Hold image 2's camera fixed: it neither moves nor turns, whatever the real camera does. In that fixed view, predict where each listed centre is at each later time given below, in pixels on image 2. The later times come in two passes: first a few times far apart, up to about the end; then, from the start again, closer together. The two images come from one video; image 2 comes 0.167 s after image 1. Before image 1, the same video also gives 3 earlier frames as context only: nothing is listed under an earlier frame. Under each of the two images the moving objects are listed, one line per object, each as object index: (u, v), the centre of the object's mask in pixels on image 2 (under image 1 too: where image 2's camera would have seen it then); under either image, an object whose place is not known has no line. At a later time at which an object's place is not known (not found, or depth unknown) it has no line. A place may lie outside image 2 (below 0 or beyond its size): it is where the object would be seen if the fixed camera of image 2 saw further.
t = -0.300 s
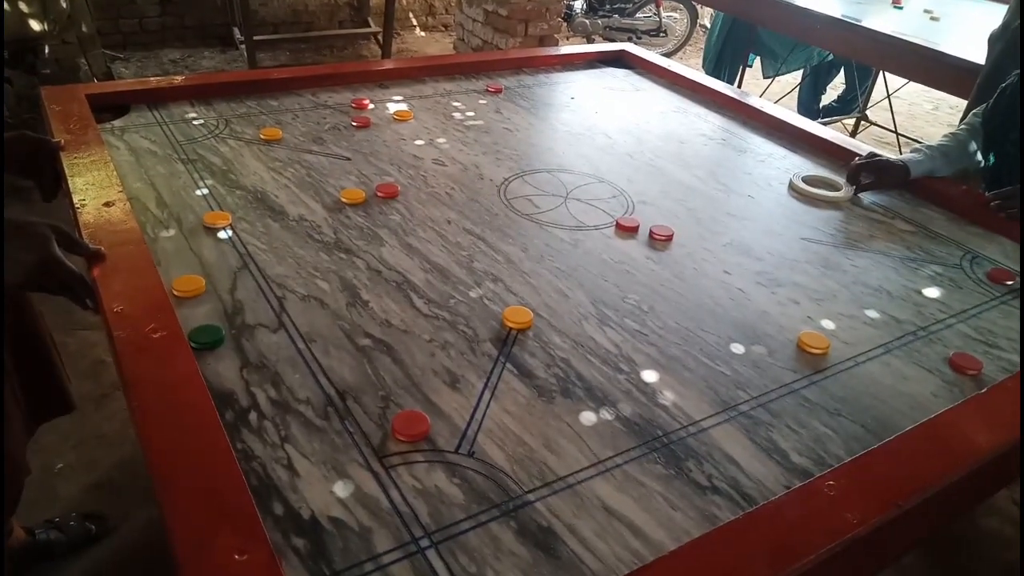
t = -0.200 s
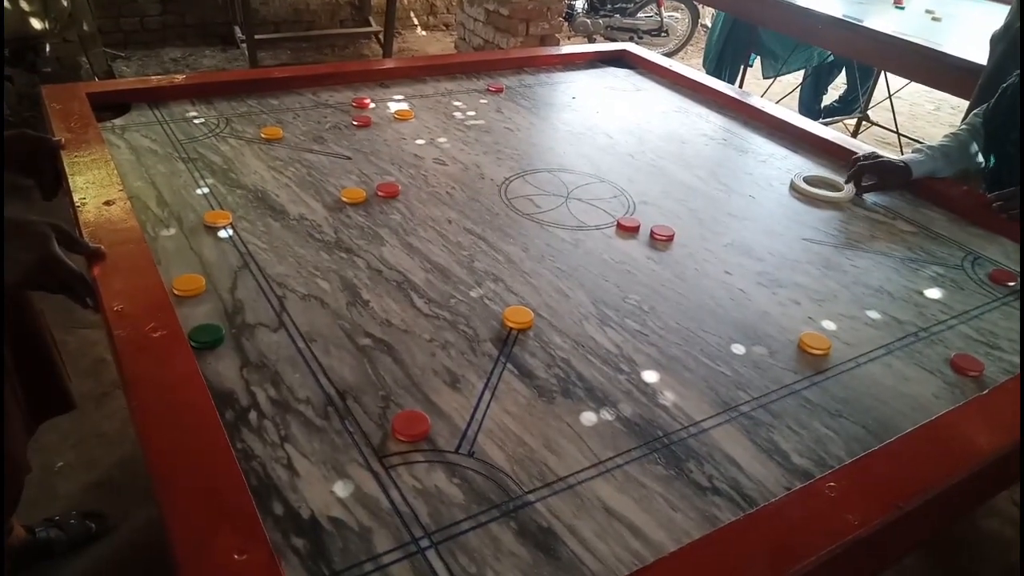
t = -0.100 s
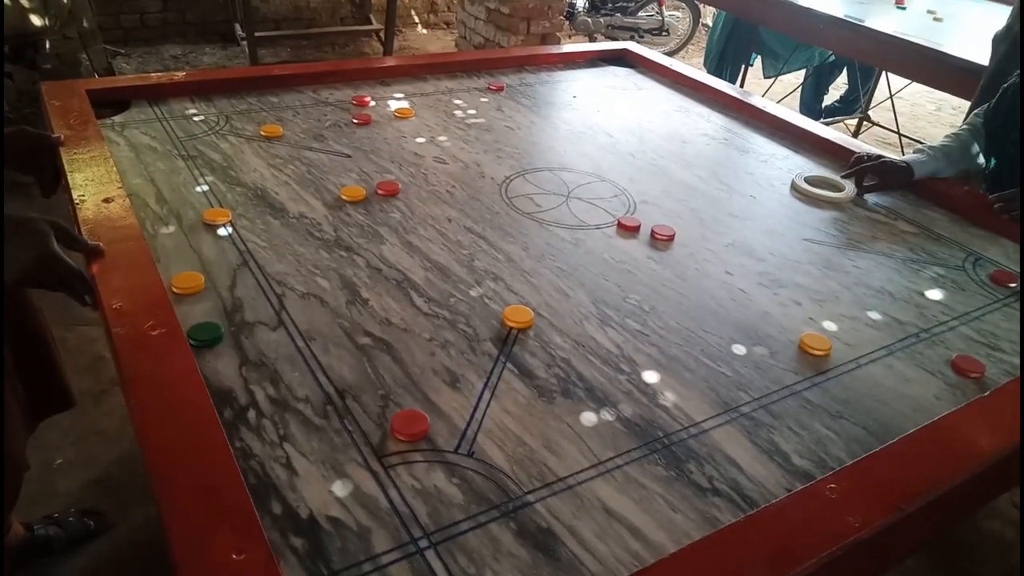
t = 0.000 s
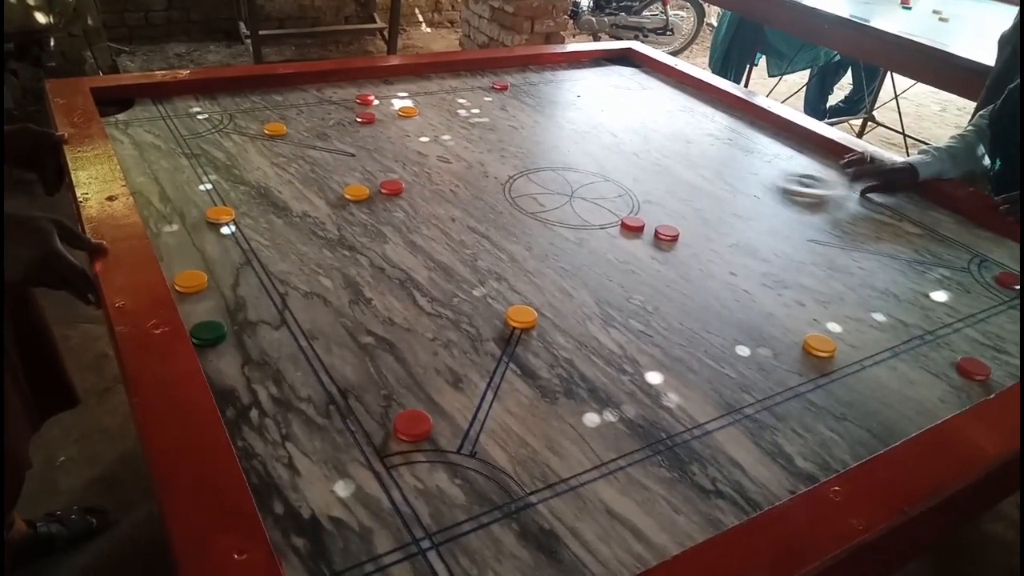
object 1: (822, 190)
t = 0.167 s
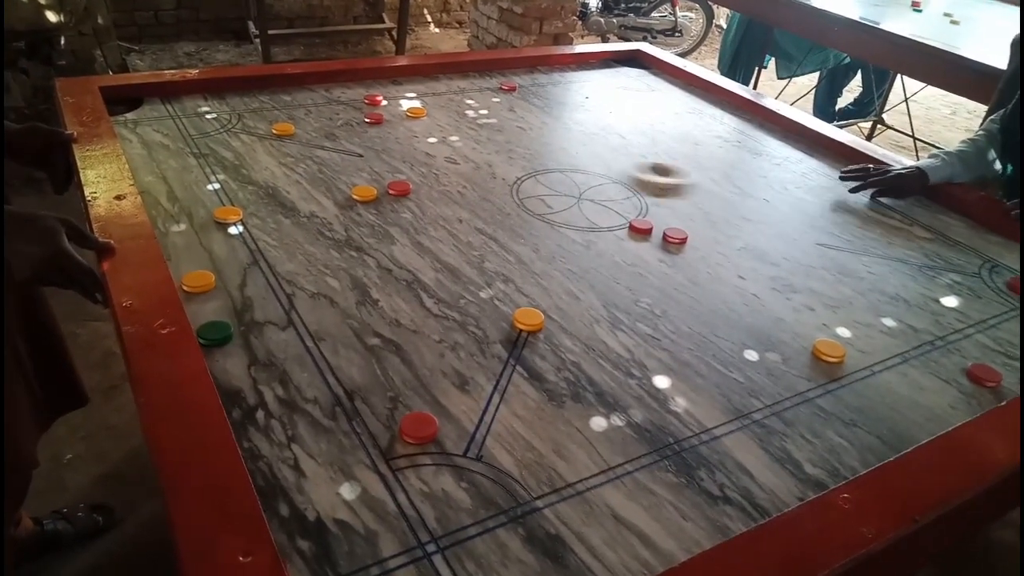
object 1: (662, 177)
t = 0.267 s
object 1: (567, 167)
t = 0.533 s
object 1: (328, 141)
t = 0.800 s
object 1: (157, 125)
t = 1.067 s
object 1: (267, 103)
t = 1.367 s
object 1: (357, 90)
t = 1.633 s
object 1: (419, 88)
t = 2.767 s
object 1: (543, 83)
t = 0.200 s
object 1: (629, 174)
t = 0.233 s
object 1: (598, 171)
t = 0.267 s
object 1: (567, 167)
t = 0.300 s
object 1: (537, 163)
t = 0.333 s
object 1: (506, 159)
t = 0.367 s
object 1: (479, 159)
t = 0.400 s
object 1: (448, 154)
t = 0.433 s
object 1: (418, 151)
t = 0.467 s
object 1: (388, 147)
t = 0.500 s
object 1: (359, 144)
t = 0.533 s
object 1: (328, 141)
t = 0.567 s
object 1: (303, 139)
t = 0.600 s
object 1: (279, 137)
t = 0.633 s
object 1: (254, 136)
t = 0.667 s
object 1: (230, 133)
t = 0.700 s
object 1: (205, 132)
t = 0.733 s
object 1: (180, 130)
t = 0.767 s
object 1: (155, 128)
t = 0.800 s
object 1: (157, 125)
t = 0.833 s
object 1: (173, 122)
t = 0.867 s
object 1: (189, 119)
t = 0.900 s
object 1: (204, 116)
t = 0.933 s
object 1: (218, 113)
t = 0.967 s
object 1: (231, 110)
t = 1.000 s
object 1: (244, 107)
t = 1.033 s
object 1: (255, 105)
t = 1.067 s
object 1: (267, 103)
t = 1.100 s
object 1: (279, 100)
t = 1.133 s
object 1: (290, 98)
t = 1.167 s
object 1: (301, 96)
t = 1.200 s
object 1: (311, 93)
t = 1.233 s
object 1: (320, 92)
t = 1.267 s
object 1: (332, 91)
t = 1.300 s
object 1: (340, 90)
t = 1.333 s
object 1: (349, 90)
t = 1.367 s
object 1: (357, 90)
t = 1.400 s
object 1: (366, 90)
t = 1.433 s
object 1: (375, 90)
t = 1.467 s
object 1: (383, 90)
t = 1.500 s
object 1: (390, 89)
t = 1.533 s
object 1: (398, 89)
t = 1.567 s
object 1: (406, 88)
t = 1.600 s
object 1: (412, 88)
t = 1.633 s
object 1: (419, 88)
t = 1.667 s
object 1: (426, 88)
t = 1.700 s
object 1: (432, 88)
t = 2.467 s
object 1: (526, 84)
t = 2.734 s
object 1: (541, 83)
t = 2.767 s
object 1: (543, 83)
